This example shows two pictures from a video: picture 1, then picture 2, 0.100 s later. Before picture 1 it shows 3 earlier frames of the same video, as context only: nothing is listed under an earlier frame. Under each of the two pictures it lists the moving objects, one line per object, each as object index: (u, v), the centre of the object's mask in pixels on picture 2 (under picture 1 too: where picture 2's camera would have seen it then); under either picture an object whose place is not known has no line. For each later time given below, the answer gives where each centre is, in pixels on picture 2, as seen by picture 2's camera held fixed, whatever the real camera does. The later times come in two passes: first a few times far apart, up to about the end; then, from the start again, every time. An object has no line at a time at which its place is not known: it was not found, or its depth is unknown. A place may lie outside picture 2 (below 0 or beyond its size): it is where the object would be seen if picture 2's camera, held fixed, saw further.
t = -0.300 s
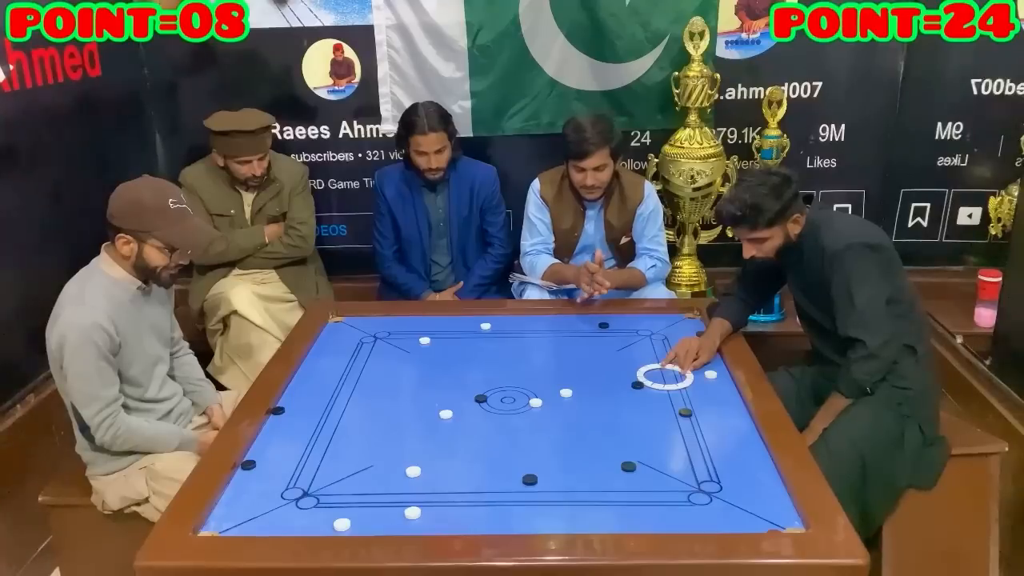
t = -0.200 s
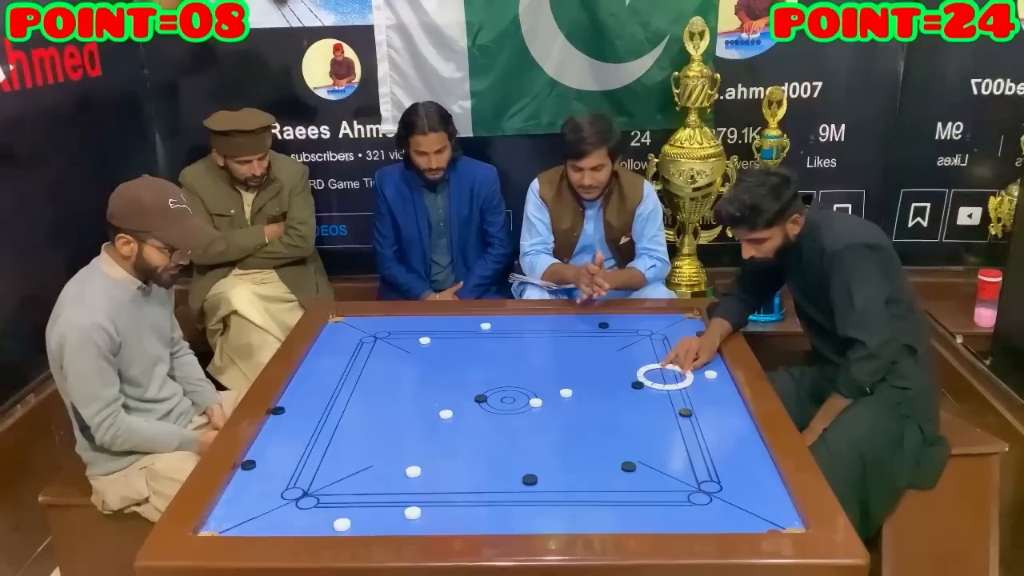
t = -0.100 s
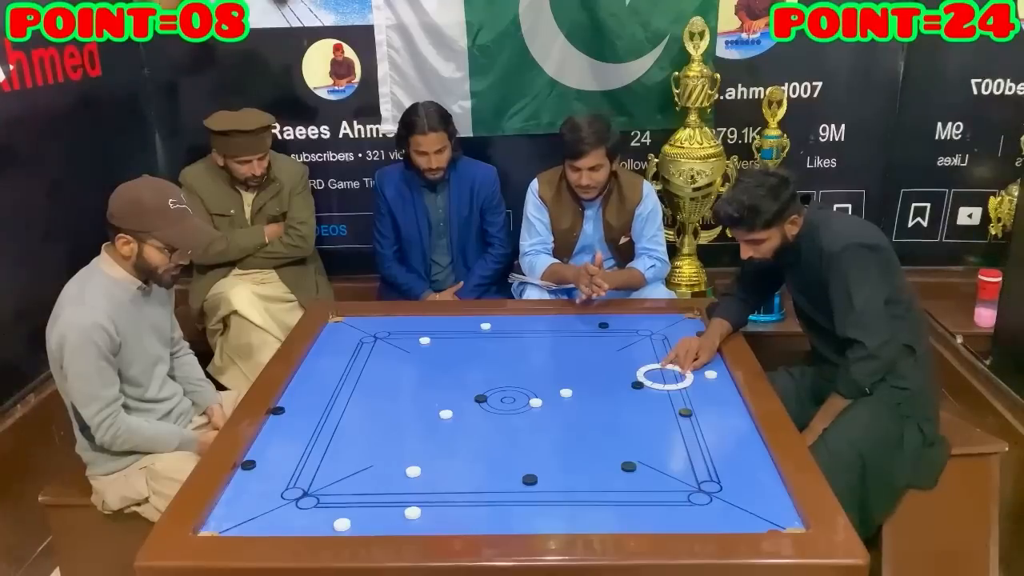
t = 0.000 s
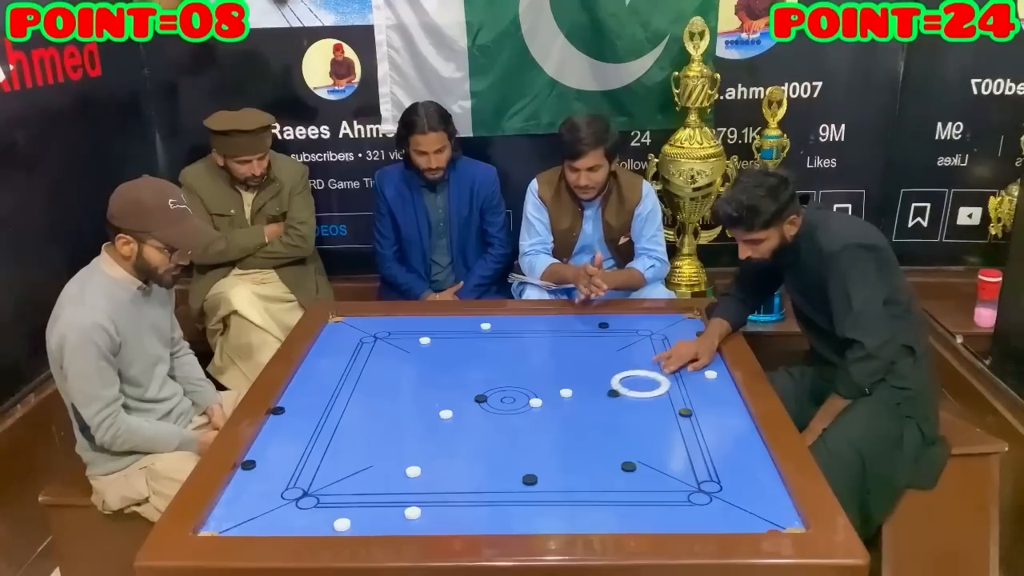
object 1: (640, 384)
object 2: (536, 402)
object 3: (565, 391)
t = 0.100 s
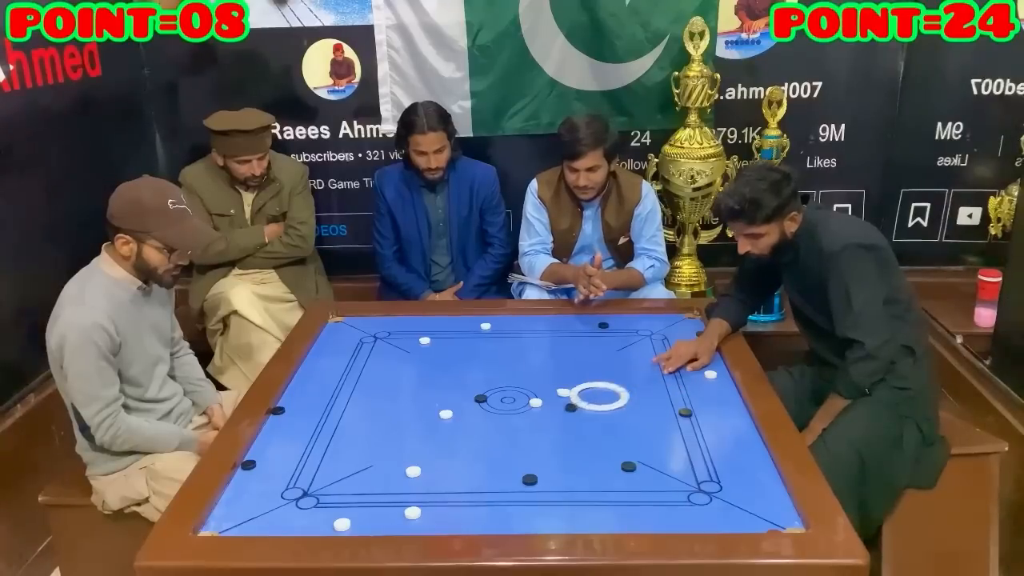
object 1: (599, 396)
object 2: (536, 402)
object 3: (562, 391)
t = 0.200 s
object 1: (563, 410)
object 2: (528, 401)
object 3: (524, 391)
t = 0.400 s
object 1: (495, 438)
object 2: (478, 401)
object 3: (460, 386)
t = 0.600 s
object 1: (424, 469)
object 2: (447, 403)
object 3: (411, 376)
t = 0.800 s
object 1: (355, 498)
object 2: (417, 405)
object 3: (367, 367)
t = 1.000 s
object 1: (283, 507)
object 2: (389, 407)
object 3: (326, 358)
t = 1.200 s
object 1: (258, 505)
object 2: (364, 408)
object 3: (332, 353)
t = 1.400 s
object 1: (261, 489)
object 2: (340, 410)
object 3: (365, 349)
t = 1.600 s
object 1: (277, 476)
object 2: (317, 412)
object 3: (396, 346)
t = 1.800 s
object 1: (291, 465)
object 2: (297, 414)
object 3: (418, 345)
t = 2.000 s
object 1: (303, 456)
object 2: (280, 417)
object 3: (427, 348)
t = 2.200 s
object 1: (315, 449)
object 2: (276, 420)
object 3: (434, 351)
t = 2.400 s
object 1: (324, 442)
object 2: (281, 423)
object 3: (441, 353)
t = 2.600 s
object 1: (333, 436)
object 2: (286, 426)
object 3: (447, 356)
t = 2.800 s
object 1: (340, 431)
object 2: (289, 428)
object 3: (452, 357)
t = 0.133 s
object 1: (587, 401)
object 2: (536, 402)
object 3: (550, 391)
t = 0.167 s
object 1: (574, 405)
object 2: (535, 402)
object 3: (537, 391)
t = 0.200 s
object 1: (563, 410)
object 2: (528, 401)
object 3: (524, 391)
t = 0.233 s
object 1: (553, 414)
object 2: (518, 401)
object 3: (511, 392)
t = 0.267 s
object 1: (541, 419)
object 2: (507, 401)
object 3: (498, 392)
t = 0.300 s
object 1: (530, 424)
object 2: (497, 401)
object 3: (486, 391)
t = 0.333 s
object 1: (519, 428)
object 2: (489, 400)
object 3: (477, 390)
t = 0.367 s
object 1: (507, 433)
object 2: (483, 401)
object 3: (468, 388)
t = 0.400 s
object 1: (495, 438)
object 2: (478, 401)
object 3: (460, 386)
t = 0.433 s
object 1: (483, 443)
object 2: (473, 401)
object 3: (452, 385)
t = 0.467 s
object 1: (471, 449)
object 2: (468, 402)
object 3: (443, 383)
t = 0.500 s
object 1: (458, 454)
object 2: (462, 402)
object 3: (435, 381)
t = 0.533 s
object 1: (446, 459)
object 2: (457, 402)
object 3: (427, 379)
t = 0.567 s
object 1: (435, 464)
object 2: (452, 403)
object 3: (419, 377)
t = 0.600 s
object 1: (424, 469)
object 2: (447, 403)
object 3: (411, 376)
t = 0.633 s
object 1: (413, 473)
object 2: (442, 403)
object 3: (404, 374)
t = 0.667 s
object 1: (402, 478)
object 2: (437, 403)
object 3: (396, 373)
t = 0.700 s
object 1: (390, 483)
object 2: (432, 404)
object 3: (389, 371)
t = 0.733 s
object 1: (378, 488)
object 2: (427, 404)
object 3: (381, 369)
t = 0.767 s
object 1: (366, 493)
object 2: (422, 404)
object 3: (374, 368)
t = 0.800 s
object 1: (355, 498)
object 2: (417, 405)
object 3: (367, 367)
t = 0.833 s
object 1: (343, 502)
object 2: (413, 405)
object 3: (360, 365)
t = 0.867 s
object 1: (331, 507)
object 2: (408, 405)
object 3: (353, 364)
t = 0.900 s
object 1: (319, 511)
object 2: (403, 406)
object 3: (346, 363)
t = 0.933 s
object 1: (307, 515)
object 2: (399, 406)
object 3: (339, 361)
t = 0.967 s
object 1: (295, 517)
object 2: (394, 406)
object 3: (333, 360)
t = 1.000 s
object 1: (283, 507)
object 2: (389, 407)
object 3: (326, 358)
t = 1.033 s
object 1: (276, 517)
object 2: (385, 407)
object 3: (320, 357)
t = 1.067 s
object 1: (269, 516)
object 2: (381, 408)
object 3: (314, 356)
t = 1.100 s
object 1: (262, 514)
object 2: (376, 408)
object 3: (314, 355)
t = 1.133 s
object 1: (259, 512)
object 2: (372, 408)
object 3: (320, 354)
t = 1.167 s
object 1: (259, 508)
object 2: (368, 408)
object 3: (326, 353)
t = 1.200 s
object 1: (258, 505)
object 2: (364, 408)
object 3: (332, 353)
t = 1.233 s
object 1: (258, 502)
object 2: (360, 409)
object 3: (338, 352)
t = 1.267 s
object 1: (257, 499)
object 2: (355, 409)
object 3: (343, 352)
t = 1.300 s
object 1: (257, 497)
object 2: (351, 409)
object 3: (349, 351)
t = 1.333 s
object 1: (257, 494)
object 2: (347, 410)
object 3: (354, 350)
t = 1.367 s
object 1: (258, 491)
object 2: (343, 410)
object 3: (359, 350)
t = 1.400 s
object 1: (261, 489)
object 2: (340, 410)
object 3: (365, 349)
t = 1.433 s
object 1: (264, 487)
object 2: (336, 411)
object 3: (371, 348)
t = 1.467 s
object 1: (266, 484)
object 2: (332, 411)
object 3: (376, 348)
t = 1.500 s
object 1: (269, 482)
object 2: (328, 411)
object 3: (381, 347)
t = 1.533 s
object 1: (272, 480)
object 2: (324, 412)
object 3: (386, 347)
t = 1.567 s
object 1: (274, 478)
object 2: (321, 412)
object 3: (391, 346)
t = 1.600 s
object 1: (277, 476)
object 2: (317, 412)
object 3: (396, 346)
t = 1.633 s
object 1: (279, 474)
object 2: (314, 413)
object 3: (402, 345)
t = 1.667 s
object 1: (282, 472)
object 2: (310, 413)
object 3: (406, 345)
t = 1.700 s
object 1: (284, 470)
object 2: (307, 413)
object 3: (411, 344)
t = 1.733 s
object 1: (287, 469)
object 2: (304, 414)
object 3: (415, 344)
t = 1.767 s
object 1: (289, 467)
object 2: (300, 414)
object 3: (417, 344)
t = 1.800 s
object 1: (291, 465)
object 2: (297, 414)
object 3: (418, 345)
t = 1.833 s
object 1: (293, 464)
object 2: (294, 414)
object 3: (420, 345)
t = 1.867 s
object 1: (295, 462)
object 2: (291, 415)
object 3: (421, 346)
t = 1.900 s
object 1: (297, 461)
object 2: (288, 415)
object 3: (423, 347)
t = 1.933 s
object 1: (299, 459)
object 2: (285, 415)
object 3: (424, 347)
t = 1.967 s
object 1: (301, 458)
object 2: (282, 416)
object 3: (426, 348)
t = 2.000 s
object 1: (303, 456)
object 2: (280, 417)
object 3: (427, 348)
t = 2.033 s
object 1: (305, 455)
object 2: (277, 417)
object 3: (428, 349)
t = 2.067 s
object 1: (307, 454)
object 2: (275, 418)
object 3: (430, 349)
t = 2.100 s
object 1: (309, 452)
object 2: (273, 418)
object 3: (431, 349)
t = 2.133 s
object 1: (311, 451)
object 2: (274, 419)
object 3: (432, 350)
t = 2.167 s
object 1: (313, 450)
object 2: (275, 420)
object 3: (433, 351)
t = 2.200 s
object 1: (315, 449)
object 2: (276, 420)
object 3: (434, 351)
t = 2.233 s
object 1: (316, 448)
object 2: (277, 420)
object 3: (435, 352)
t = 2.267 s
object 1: (318, 446)
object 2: (278, 421)
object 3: (437, 352)
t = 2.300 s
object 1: (320, 445)
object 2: (278, 421)
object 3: (438, 353)
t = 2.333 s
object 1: (321, 444)
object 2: (279, 422)
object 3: (439, 353)
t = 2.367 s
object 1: (323, 443)
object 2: (281, 422)
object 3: (440, 353)
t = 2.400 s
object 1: (324, 442)
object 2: (281, 423)
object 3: (441, 353)
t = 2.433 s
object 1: (326, 441)
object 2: (282, 423)
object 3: (442, 354)
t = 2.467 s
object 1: (327, 440)
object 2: (283, 424)
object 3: (443, 354)
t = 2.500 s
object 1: (329, 439)
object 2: (284, 424)
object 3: (444, 355)
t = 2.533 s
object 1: (330, 438)
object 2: (285, 425)
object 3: (445, 355)
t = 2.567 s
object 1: (331, 437)
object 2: (285, 425)
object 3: (446, 356)
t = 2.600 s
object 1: (333, 436)
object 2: (286, 426)
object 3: (447, 356)
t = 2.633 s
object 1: (334, 435)
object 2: (287, 426)
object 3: (448, 356)
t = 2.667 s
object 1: (335, 434)
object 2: (287, 427)
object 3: (448, 356)
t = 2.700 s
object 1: (337, 434)
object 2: (288, 427)
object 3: (449, 356)
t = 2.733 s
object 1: (338, 433)
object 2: (288, 427)
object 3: (450, 357)
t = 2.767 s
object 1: (339, 432)
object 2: (289, 428)
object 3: (451, 357)
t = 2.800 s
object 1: (340, 431)
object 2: (289, 428)
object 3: (452, 357)
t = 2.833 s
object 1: (342, 430)
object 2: (290, 428)
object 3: (452, 357)
